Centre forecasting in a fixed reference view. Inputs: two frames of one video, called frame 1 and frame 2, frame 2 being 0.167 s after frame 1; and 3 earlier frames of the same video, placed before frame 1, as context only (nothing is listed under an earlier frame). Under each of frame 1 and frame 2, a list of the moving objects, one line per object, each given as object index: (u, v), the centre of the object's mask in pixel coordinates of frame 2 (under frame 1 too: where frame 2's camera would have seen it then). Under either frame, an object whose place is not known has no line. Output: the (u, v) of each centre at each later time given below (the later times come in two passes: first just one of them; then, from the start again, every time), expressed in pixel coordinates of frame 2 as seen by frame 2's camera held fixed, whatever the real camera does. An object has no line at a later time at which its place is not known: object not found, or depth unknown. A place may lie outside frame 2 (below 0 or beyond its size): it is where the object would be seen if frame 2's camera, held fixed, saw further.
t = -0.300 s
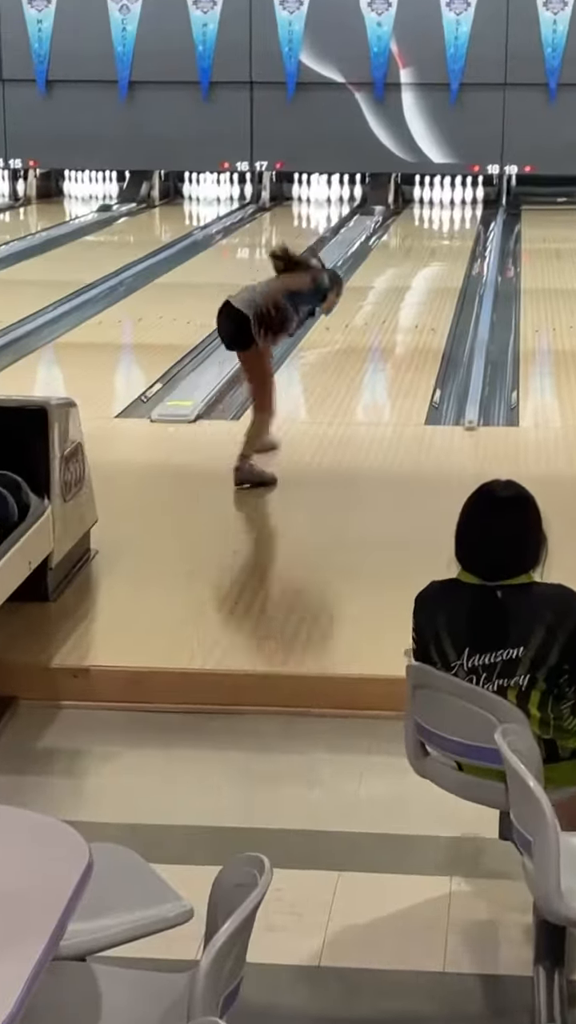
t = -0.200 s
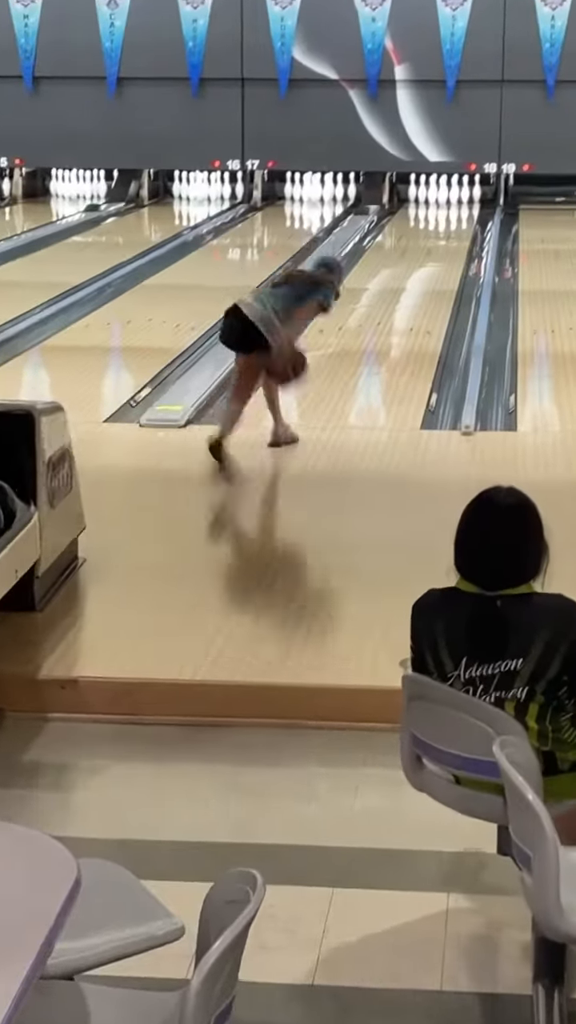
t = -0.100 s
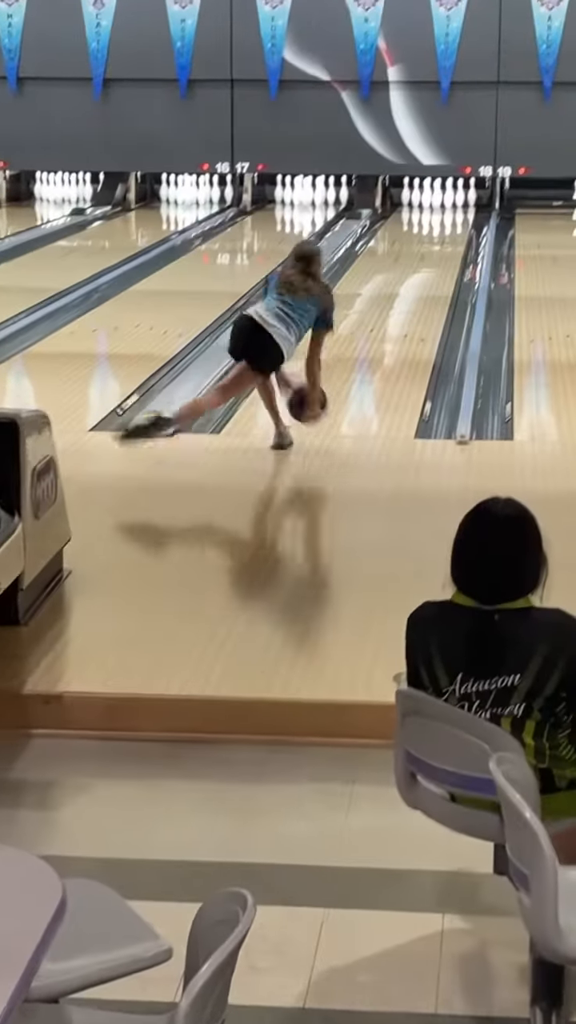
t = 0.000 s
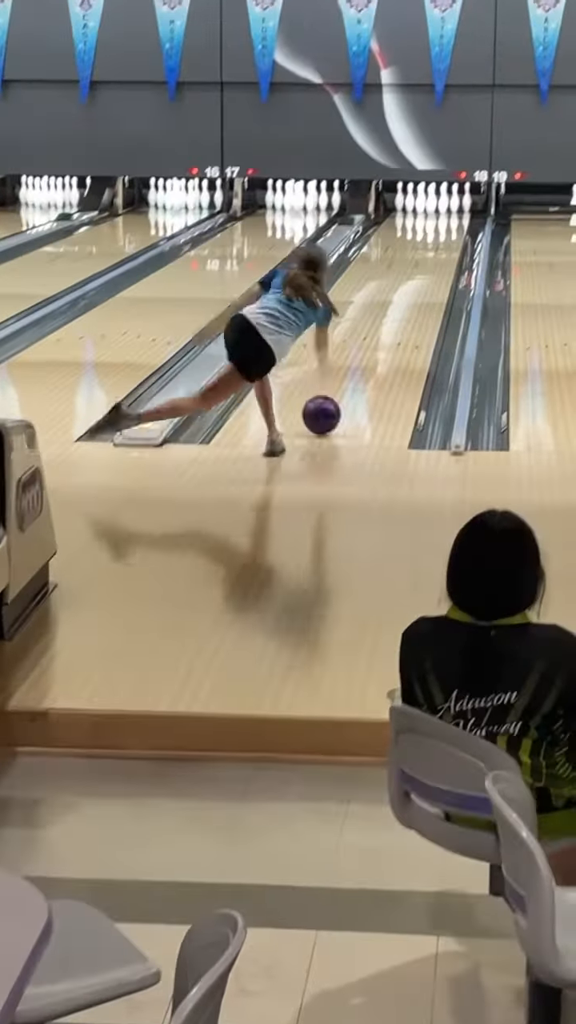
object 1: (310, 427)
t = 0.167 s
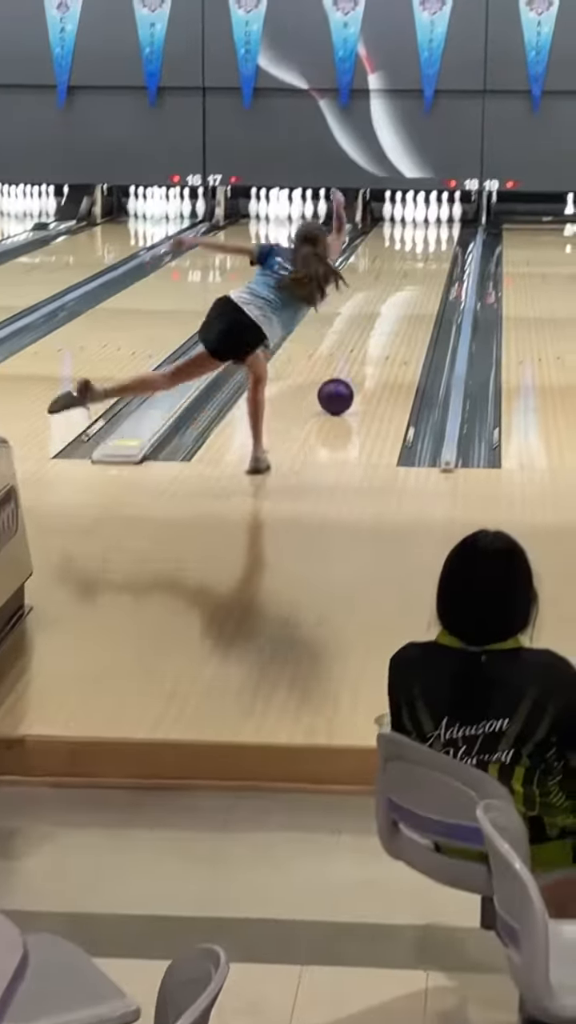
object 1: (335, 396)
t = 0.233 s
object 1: (344, 385)
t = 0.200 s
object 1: (340, 390)
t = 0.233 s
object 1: (344, 385)
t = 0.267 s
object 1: (348, 379)
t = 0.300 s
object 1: (352, 374)
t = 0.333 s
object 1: (355, 368)
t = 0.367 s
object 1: (358, 364)
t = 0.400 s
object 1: (360, 359)
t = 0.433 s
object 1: (364, 357)
